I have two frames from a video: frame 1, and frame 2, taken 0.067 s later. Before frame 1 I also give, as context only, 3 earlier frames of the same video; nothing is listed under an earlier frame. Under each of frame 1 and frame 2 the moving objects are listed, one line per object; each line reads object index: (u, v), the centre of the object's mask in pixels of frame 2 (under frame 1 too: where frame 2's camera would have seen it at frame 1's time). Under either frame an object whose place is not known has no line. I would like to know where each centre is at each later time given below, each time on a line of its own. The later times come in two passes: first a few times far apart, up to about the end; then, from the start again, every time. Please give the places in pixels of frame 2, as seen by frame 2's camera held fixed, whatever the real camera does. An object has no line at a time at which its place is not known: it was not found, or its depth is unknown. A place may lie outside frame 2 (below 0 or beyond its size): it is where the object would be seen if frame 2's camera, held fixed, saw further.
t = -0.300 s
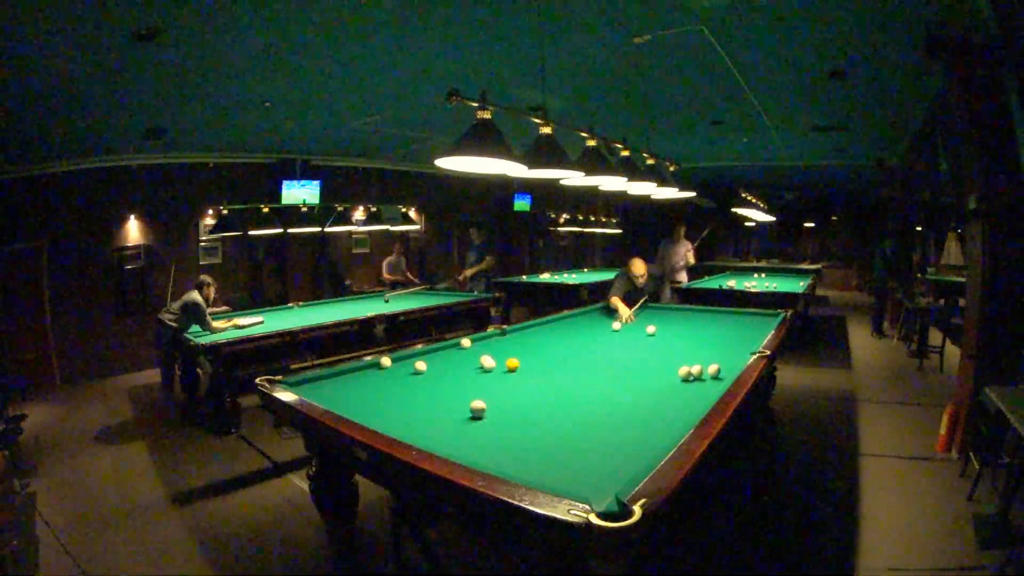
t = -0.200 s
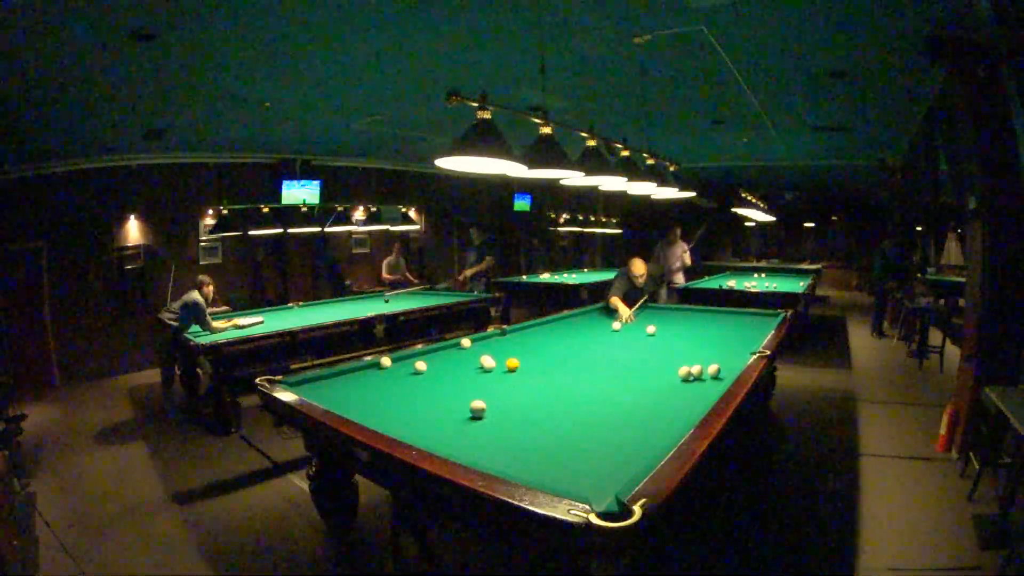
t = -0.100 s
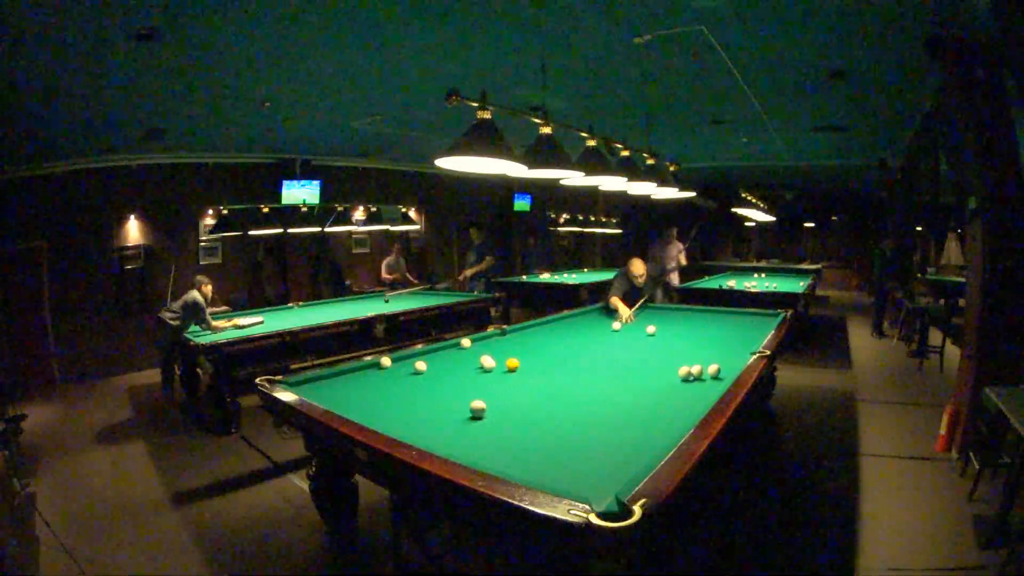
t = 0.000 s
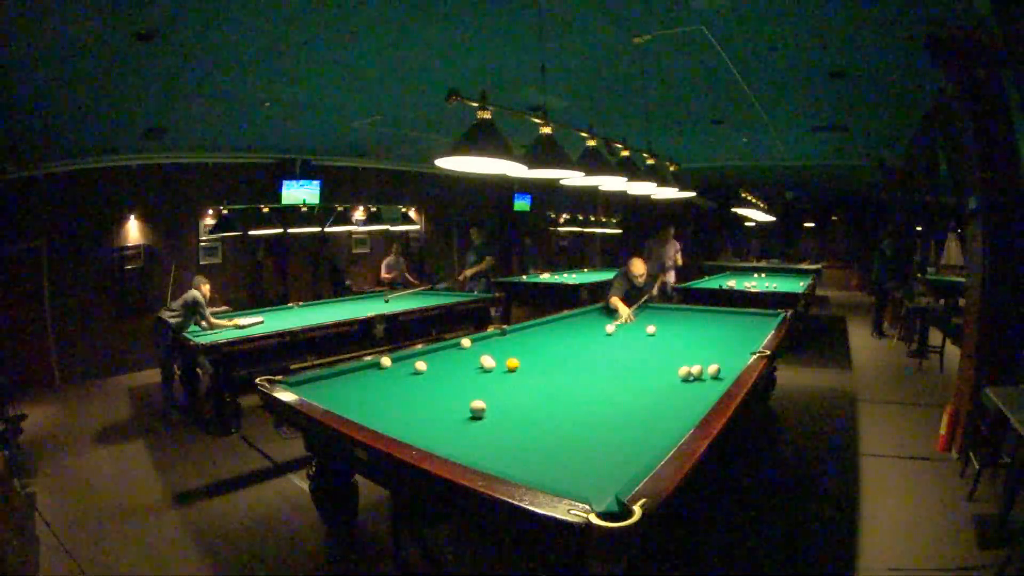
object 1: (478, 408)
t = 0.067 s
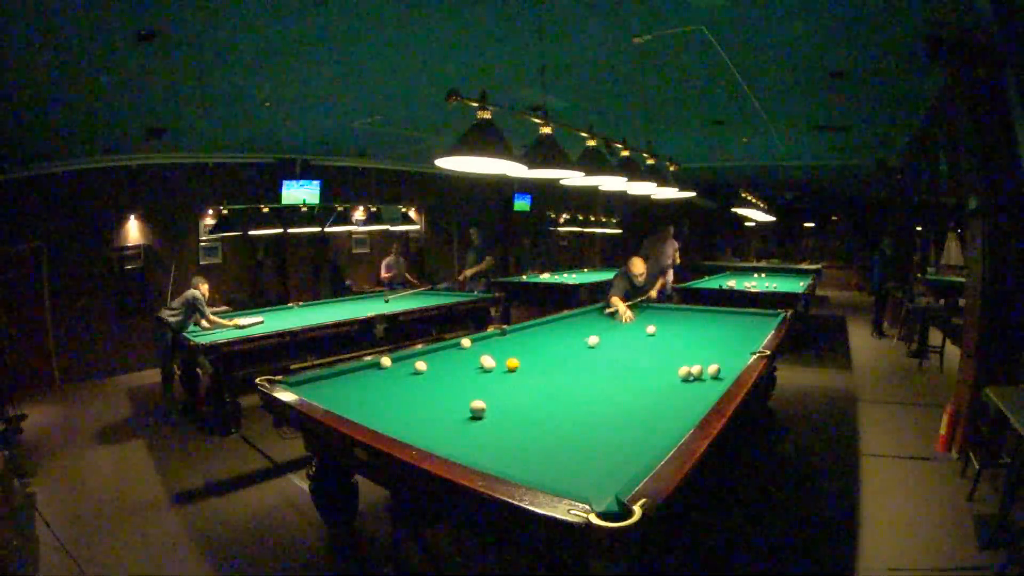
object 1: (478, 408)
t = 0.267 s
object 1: (478, 408)
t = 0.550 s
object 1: (458, 396)
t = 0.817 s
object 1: (527, 364)
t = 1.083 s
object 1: (573, 342)
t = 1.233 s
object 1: (592, 333)
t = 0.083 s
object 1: (478, 408)
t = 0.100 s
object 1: (478, 408)
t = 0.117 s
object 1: (478, 408)
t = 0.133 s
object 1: (478, 408)
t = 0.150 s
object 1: (478, 408)
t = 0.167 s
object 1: (478, 408)
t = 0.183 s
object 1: (478, 408)
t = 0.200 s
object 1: (478, 408)
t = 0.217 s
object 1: (478, 408)
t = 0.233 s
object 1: (478, 408)
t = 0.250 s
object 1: (478, 408)
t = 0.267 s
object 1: (478, 408)
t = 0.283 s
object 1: (478, 408)
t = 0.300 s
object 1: (476, 408)
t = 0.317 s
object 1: (461, 412)
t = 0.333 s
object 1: (444, 415)
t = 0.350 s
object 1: (427, 420)
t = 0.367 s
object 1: (409, 423)
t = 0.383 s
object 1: (393, 424)
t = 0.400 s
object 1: (396, 423)
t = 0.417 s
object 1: (404, 421)
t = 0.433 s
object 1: (411, 418)
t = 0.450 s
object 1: (419, 414)
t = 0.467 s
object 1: (426, 411)
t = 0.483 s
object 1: (433, 408)
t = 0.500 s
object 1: (440, 404)
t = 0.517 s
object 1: (446, 402)
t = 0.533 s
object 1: (451, 399)
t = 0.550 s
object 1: (458, 396)
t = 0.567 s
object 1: (463, 394)
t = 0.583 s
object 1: (468, 391)
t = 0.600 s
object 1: (473, 389)
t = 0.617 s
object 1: (478, 387)
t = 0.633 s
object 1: (483, 384)
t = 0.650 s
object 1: (487, 383)
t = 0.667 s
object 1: (492, 380)
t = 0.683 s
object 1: (496, 378)
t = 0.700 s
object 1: (501, 376)
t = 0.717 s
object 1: (504, 374)
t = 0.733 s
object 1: (508, 373)
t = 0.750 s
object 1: (513, 372)
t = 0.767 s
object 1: (517, 370)
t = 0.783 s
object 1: (521, 368)
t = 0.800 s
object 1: (525, 365)
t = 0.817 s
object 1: (527, 364)
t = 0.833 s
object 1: (531, 362)
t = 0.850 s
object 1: (534, 361)
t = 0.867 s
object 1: (538, 359)
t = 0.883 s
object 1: (540, 358)
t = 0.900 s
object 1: (544, 356)
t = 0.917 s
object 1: (547, 355)
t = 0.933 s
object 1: (549, 353)
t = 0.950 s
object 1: (552, 352)
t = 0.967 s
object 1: (555, 350)
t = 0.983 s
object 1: (558, 349)
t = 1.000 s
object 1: (561, 348)
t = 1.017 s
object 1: (563, 347)
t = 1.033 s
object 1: (566, 345)
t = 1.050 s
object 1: (568, 344)
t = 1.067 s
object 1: (571, 342)
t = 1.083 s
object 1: (573, 342)
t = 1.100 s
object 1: (576, 340)
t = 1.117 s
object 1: (578, 340)
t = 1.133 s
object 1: (580, 339)
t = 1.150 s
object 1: (582, 337)
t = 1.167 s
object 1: (584, 336)
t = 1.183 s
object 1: (586, 336)
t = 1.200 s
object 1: (588, 334)
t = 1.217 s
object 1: (590, 334)
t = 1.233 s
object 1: (592, 333)
